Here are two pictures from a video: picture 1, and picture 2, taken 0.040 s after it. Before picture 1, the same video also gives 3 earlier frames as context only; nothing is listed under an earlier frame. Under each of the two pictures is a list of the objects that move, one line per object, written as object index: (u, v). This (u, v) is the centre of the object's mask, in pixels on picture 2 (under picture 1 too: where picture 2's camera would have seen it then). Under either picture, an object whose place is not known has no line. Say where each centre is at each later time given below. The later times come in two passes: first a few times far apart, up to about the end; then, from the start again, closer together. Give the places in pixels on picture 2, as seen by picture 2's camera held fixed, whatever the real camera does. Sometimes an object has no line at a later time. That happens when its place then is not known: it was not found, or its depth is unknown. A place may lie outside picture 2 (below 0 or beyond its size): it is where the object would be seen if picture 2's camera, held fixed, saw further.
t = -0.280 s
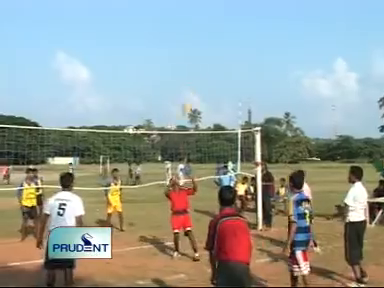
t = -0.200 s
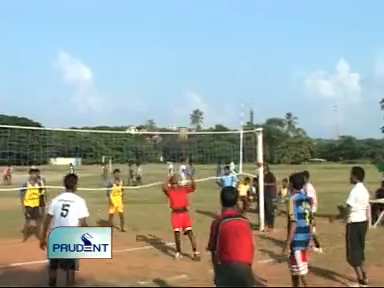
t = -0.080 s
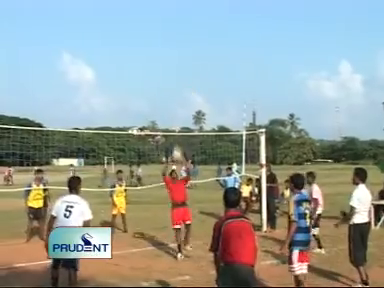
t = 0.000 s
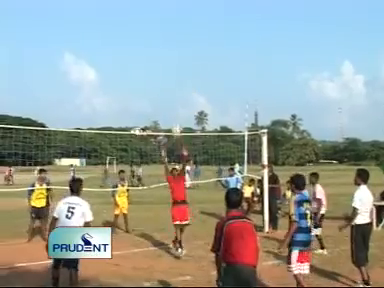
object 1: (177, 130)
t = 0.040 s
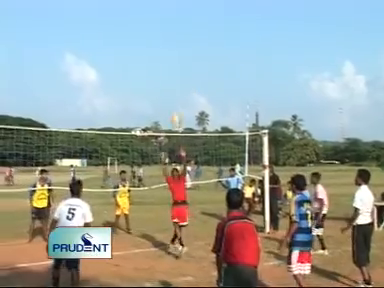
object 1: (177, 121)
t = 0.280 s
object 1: (168, 67)
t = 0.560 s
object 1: (156, 44)
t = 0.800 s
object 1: (144, 64)
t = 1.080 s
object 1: (132, 146)
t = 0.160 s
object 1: (172, 90)
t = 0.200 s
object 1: (171, 82)
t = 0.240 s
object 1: (169, 74)
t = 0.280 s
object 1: (168, 67)
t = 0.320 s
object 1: (166, 61)
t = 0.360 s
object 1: (164, 56)
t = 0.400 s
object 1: (164, 51)
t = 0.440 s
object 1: (161, 48)
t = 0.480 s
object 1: (160, 46)
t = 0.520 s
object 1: (158, 45)
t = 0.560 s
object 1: (156, 44)
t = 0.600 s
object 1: (154, 45)
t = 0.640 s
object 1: (151, 46)
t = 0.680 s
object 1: (149, 49)
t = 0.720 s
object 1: (148, 52)
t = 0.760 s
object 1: (146, 58)
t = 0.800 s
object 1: (144, 64)
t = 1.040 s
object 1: (133, 131)
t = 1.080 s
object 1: (132, 146)
